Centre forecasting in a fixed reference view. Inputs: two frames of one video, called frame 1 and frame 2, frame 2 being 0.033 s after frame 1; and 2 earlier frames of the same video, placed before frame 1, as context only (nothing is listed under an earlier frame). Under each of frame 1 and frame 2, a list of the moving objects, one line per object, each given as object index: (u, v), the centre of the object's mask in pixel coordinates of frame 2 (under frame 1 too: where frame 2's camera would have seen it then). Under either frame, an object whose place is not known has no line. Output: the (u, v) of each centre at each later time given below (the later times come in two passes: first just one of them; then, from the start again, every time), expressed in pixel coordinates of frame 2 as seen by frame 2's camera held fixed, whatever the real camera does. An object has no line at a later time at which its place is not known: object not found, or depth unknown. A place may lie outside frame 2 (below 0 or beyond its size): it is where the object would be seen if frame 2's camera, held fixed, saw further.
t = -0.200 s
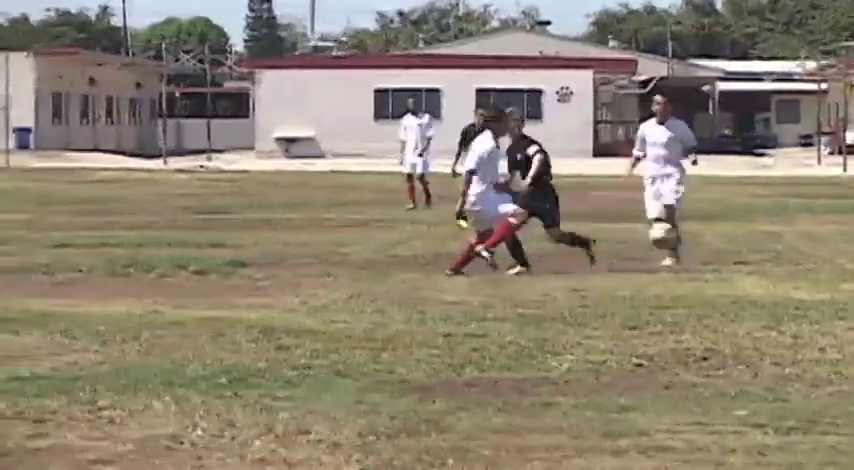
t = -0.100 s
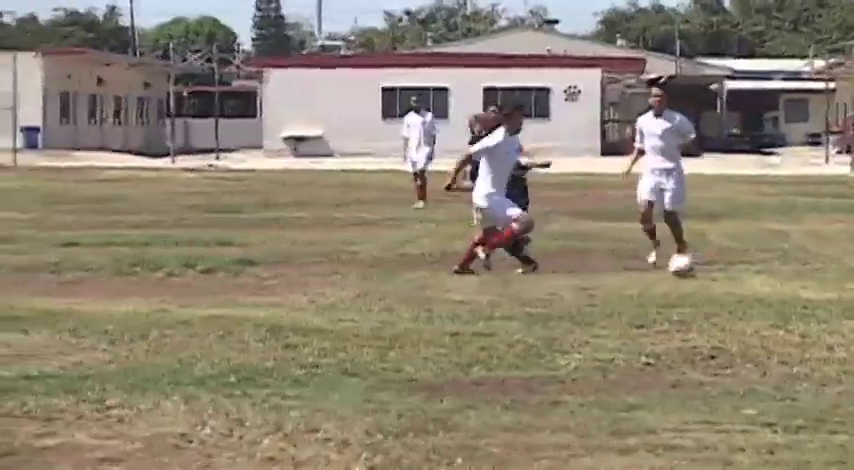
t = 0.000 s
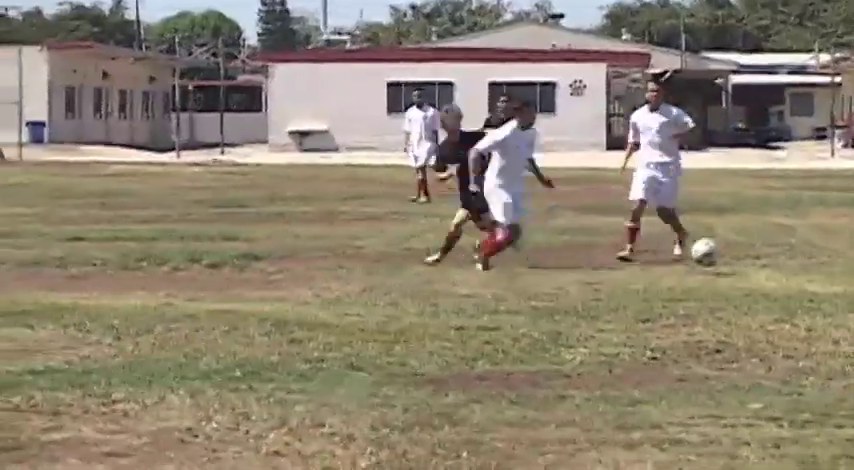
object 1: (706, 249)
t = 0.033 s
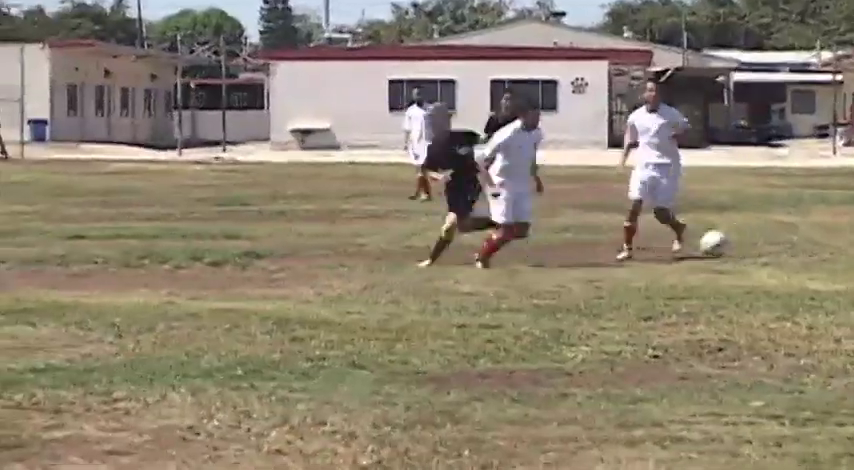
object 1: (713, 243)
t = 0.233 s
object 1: (757, 244)
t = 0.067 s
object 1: (718, 240)
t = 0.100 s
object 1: (727, 238)
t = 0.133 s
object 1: (734, 238)
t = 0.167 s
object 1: (743, 237)
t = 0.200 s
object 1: (748, 237)
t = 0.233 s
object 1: (757, 244)
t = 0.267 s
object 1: (760, 246)
